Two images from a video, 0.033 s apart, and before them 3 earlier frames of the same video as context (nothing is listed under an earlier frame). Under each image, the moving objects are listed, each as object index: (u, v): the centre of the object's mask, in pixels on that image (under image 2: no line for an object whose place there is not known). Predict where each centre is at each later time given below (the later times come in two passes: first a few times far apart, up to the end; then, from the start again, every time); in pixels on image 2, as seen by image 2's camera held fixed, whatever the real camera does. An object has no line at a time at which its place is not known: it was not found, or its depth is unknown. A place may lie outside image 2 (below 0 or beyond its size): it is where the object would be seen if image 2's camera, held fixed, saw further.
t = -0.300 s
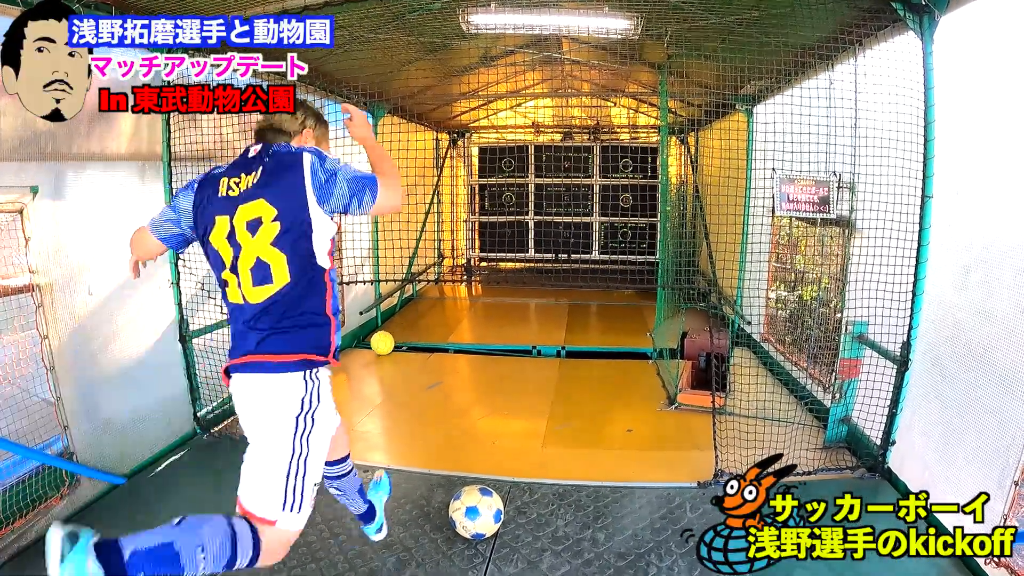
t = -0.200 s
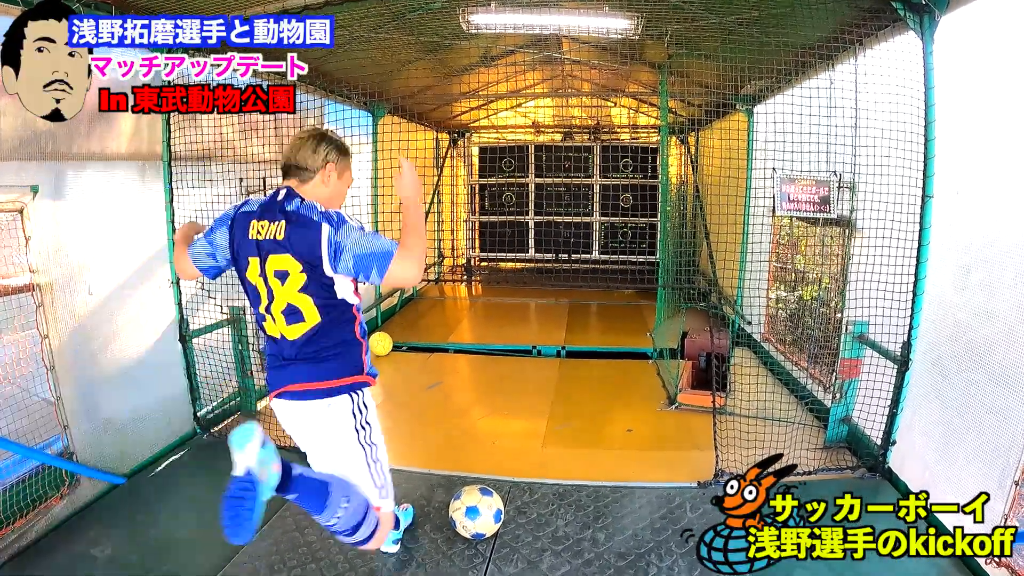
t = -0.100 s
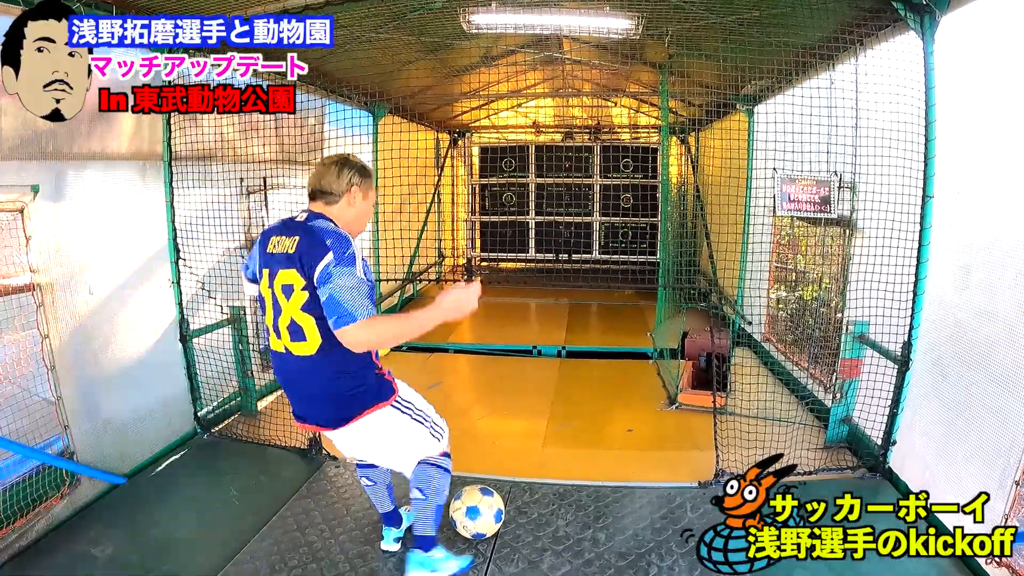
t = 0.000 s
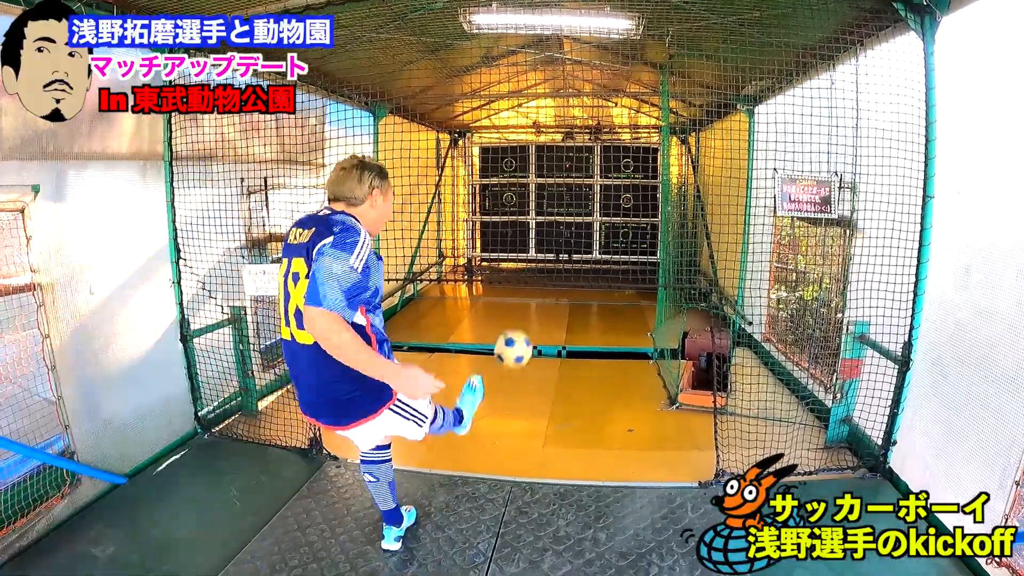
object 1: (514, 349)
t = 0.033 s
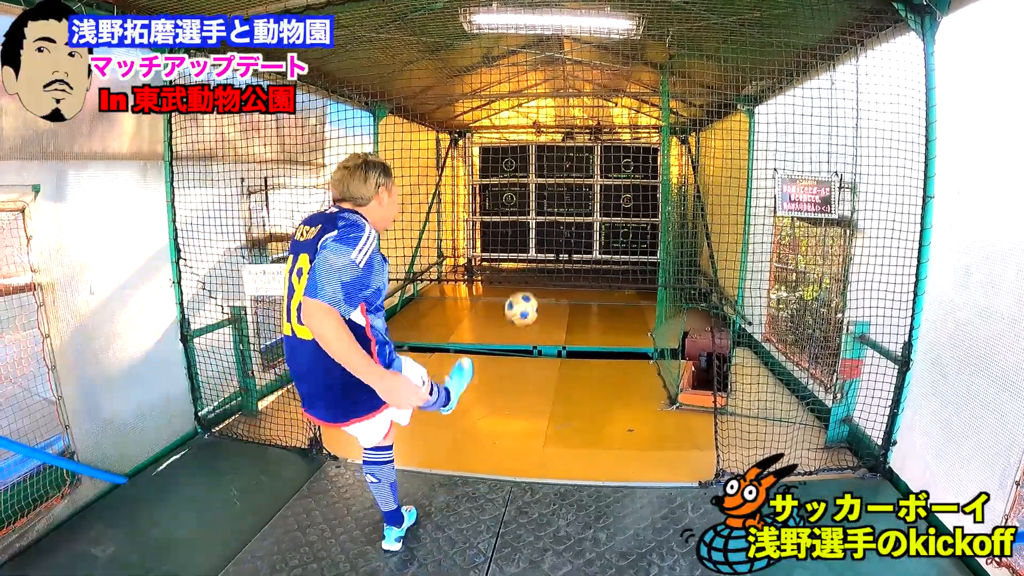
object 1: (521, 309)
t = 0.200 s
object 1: (542, 212)
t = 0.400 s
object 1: (547, 196)
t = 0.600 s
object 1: (545, 291)
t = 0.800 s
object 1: (540, 304)
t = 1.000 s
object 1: (534, 321)
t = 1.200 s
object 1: (528, 342)
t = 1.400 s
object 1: (519, 362)
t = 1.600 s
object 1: (509, 384)
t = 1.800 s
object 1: (495, 413)
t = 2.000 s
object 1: (477, 453)
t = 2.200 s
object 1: (454, 480)
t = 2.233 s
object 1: (450, 493)
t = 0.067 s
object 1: (528, 280)
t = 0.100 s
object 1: (533, 256)
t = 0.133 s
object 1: (536, 238)
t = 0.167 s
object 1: (540, 224)
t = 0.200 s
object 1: (542, 212)
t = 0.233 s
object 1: (544, 203)
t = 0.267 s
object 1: (545, 196)
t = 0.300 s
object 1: (546, 190)
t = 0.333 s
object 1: (546, 186)
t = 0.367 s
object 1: (547, 183)
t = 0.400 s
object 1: (547, 196)
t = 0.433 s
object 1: (547, 213)
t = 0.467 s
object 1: (547, 233)
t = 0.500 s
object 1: (547, 256)
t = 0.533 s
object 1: (546, 276)
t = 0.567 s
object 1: (545, 285)
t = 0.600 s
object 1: (545, 291)
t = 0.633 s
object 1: (544, 296)
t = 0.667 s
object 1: (543, 296)
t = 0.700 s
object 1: (543, 296)
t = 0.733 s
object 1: (542, 297)
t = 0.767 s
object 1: (541, 300)
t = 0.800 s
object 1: (540, 304)
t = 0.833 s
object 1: (539, 309)
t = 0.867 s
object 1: (538, 314)
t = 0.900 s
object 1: (538, 314)
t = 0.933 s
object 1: (537, 315)
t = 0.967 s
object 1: (536, 317)
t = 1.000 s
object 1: (534, 321)
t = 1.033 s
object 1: (533, 326)
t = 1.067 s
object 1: (532, 331)
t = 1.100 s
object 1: (531, 332)
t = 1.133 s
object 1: (530, 334)
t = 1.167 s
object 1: (529, 338)
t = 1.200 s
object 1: (528, 342)
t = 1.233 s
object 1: (526, 347)
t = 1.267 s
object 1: (525, 348)
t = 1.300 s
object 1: (524, 351)
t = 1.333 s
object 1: (522, 353)
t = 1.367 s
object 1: (521, 358)
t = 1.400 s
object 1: (519, 362)
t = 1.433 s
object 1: (518, 364)
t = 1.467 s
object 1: (516, 367)
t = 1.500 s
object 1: (515, 373)
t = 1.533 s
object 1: (513, 377)
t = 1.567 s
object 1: (511, 380)
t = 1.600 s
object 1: (509, 384)
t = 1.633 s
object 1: (507, 390)
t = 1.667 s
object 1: (505, 393)
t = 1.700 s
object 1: (503, 398)
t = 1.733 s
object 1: (500, 404)
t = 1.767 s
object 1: (498, 408)
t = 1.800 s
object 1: (495, 413)
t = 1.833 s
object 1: (493, 421)
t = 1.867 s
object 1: (490, 426)
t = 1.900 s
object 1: (487, 432)
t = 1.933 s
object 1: (484, 438)
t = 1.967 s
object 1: (480, 445)
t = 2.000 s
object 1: (477, 453)
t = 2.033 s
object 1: (473, 453)
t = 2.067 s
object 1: (470, 454)
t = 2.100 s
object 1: (466, 457)
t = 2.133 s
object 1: (463, 463)
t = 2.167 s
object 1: (459, 470)
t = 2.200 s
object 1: (454, 480)
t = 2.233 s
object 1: (450, 493)
